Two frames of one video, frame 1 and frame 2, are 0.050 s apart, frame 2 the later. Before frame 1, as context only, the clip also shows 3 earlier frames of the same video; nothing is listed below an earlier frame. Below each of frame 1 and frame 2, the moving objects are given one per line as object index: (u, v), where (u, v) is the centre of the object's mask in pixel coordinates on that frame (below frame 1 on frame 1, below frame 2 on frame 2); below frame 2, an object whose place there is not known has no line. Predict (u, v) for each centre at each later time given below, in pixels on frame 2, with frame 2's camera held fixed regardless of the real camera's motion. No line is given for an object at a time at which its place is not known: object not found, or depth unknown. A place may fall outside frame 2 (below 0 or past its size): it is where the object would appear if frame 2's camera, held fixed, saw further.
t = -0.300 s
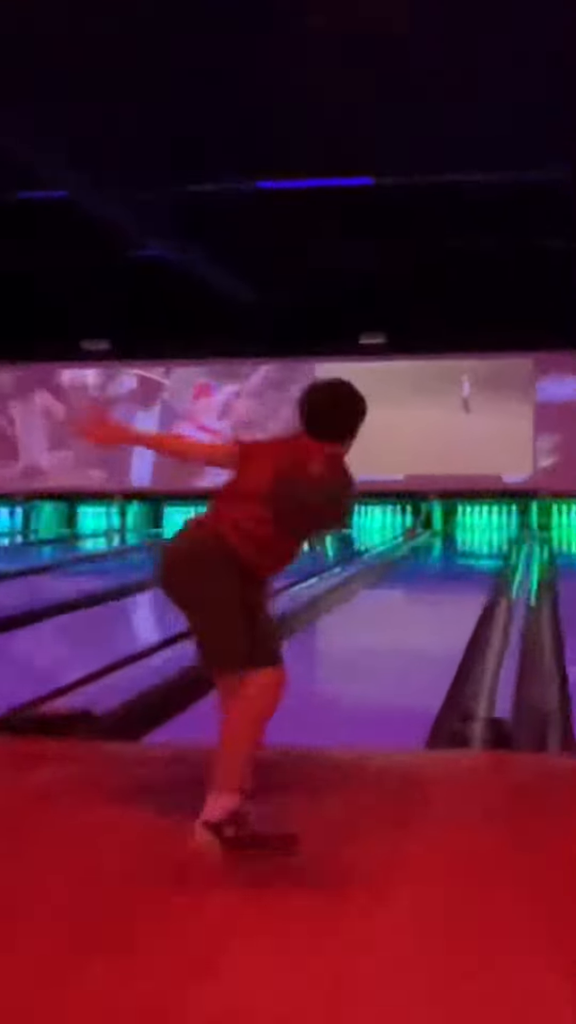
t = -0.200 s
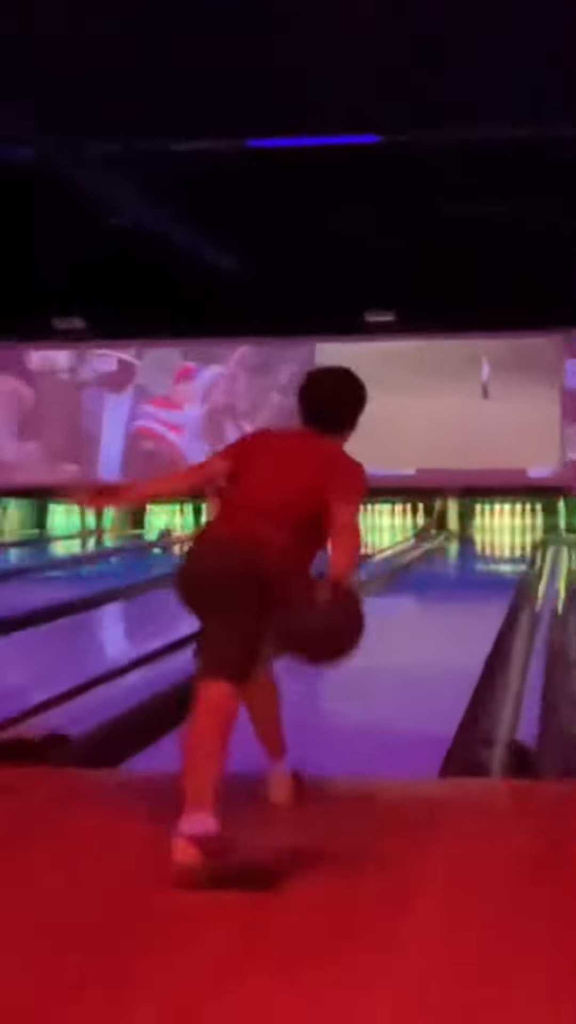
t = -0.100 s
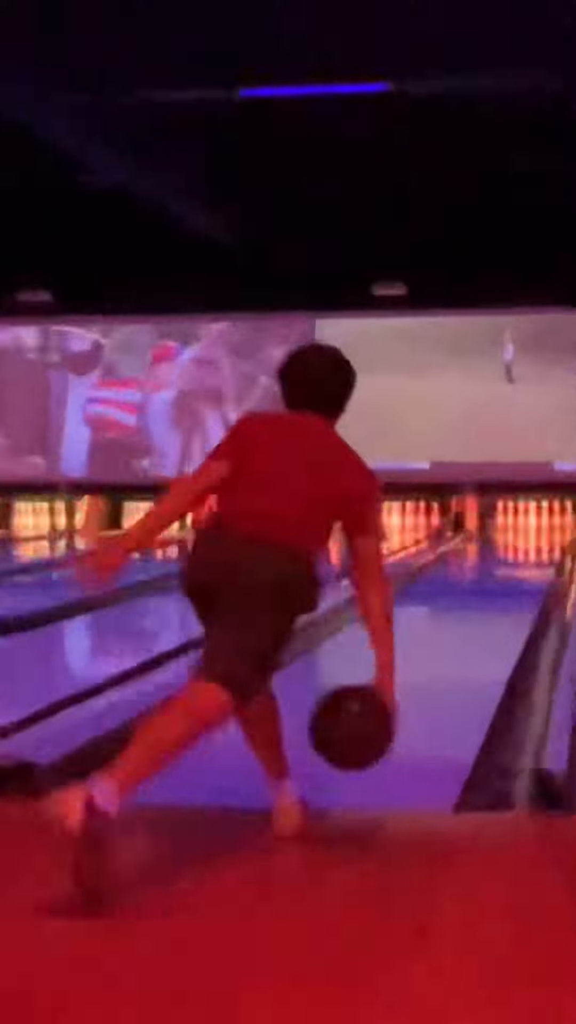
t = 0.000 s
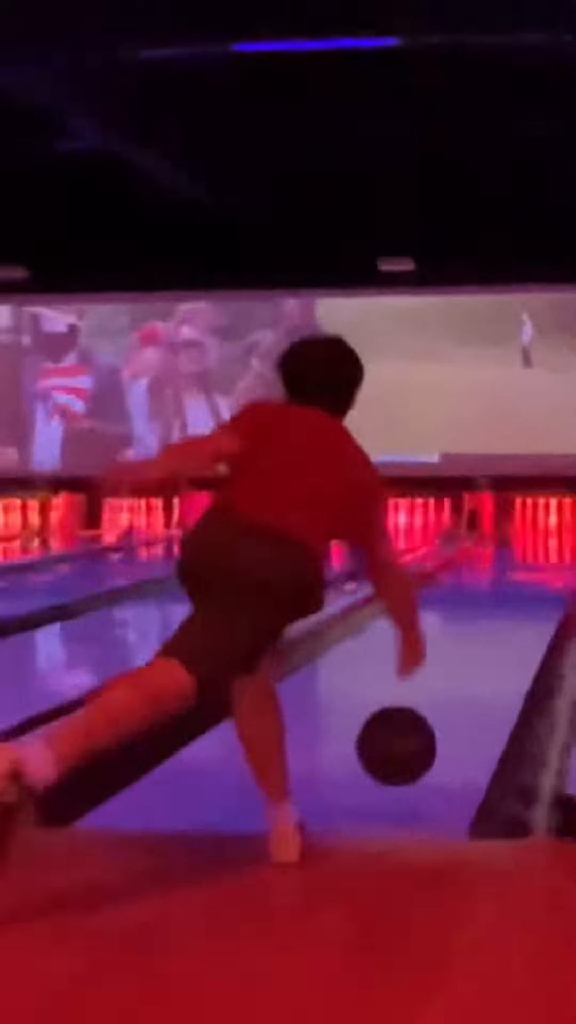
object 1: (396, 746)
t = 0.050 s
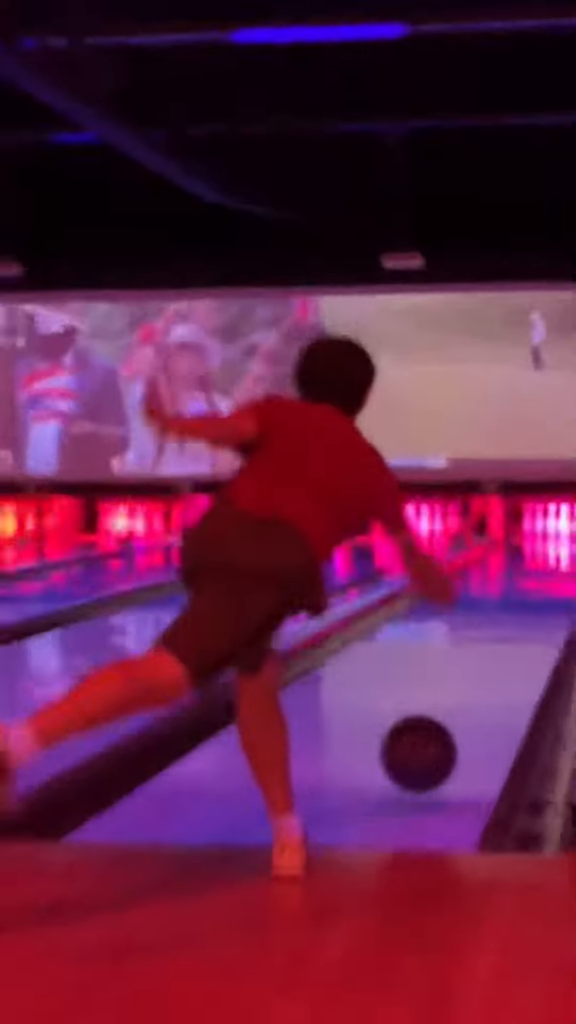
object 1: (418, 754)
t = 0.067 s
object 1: (423, 756)
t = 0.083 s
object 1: (427, 754)
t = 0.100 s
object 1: (432, 745)
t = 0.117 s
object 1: (435, 738)
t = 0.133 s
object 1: (439, 733)
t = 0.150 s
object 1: (443, 729)
